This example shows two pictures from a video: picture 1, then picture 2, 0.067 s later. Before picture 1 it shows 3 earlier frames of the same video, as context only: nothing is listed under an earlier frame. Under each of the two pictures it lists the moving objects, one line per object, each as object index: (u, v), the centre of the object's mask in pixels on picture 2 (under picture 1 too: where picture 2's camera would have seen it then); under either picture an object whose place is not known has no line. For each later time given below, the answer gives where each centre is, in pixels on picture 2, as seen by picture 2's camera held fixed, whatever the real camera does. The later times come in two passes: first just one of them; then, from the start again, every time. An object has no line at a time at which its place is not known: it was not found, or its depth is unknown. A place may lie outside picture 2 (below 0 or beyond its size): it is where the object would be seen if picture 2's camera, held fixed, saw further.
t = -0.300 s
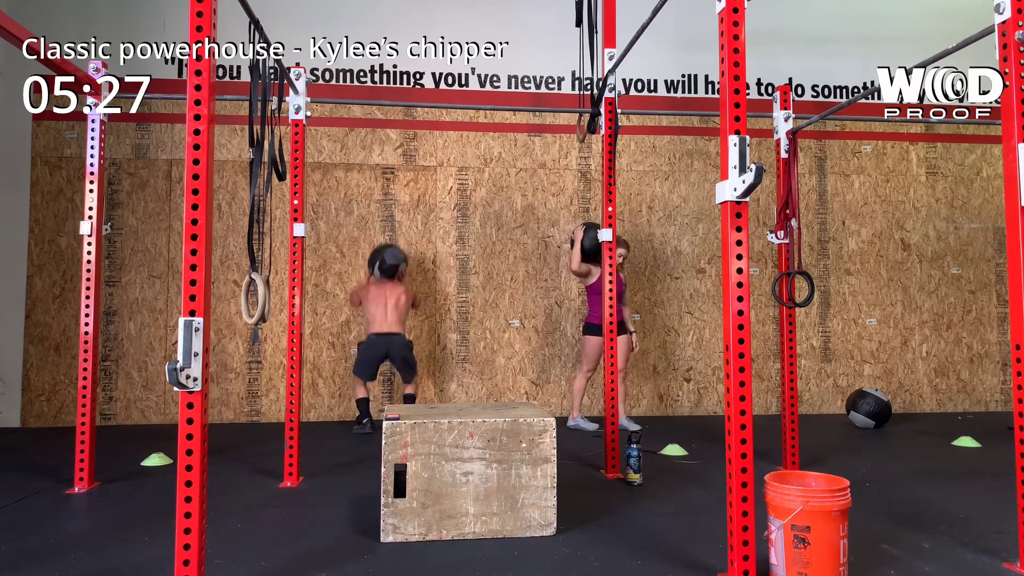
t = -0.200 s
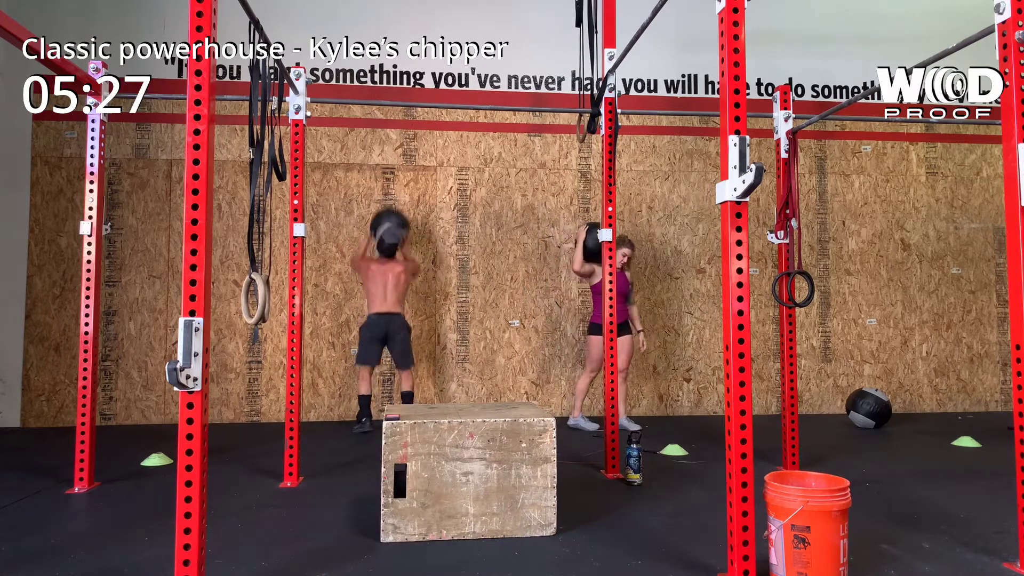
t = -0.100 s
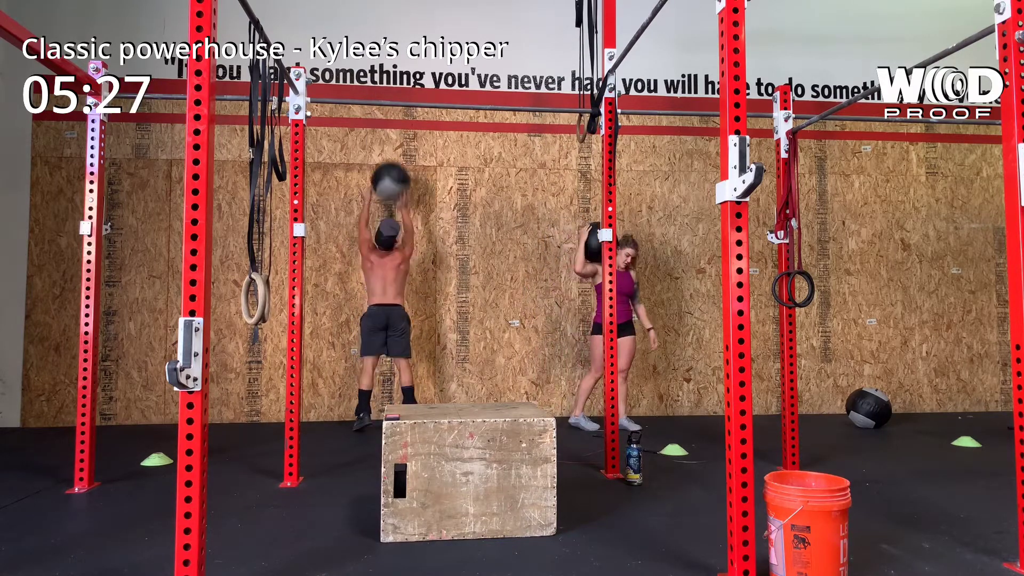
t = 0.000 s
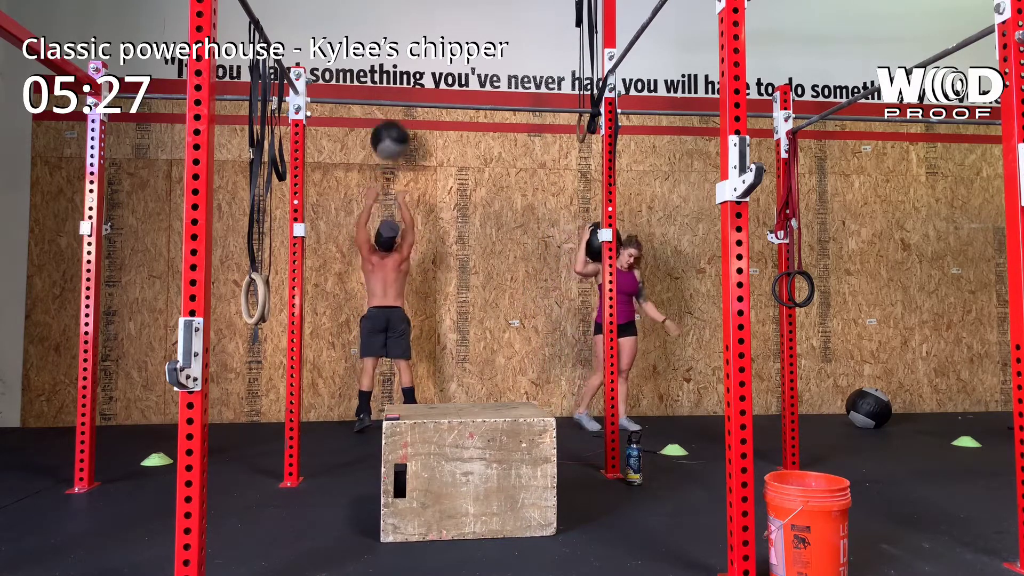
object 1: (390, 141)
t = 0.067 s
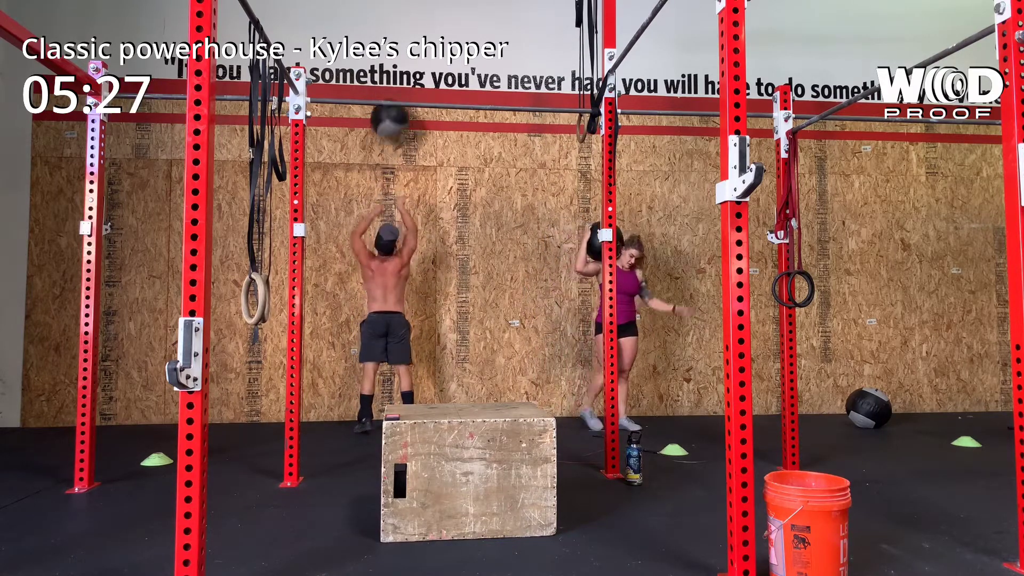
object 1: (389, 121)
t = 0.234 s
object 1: (389, 85)
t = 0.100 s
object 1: (389, 113)
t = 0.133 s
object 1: (389, 106)
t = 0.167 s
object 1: (389, 97)
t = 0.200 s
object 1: (388, 88)
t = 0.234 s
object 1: (389, 85)
